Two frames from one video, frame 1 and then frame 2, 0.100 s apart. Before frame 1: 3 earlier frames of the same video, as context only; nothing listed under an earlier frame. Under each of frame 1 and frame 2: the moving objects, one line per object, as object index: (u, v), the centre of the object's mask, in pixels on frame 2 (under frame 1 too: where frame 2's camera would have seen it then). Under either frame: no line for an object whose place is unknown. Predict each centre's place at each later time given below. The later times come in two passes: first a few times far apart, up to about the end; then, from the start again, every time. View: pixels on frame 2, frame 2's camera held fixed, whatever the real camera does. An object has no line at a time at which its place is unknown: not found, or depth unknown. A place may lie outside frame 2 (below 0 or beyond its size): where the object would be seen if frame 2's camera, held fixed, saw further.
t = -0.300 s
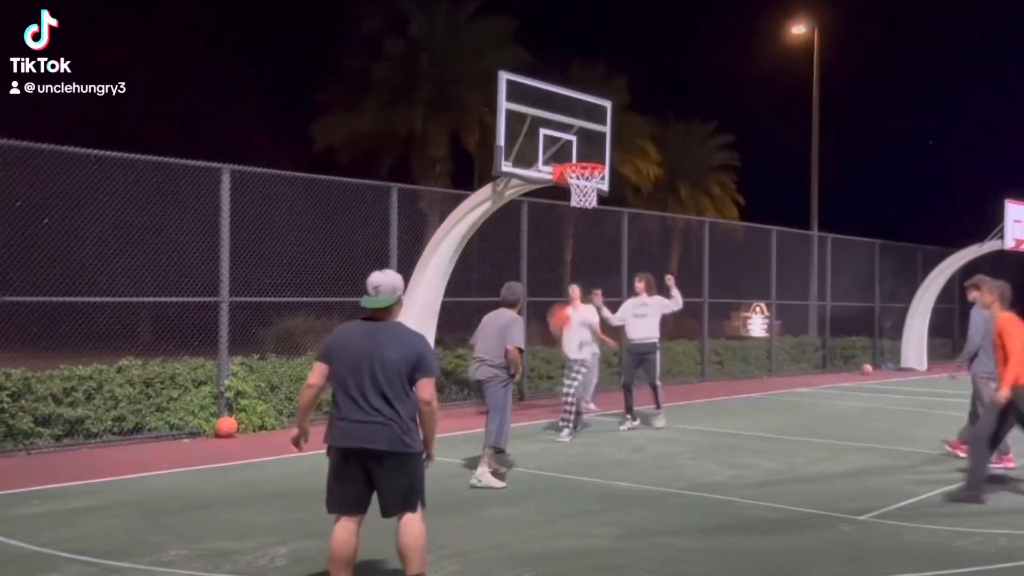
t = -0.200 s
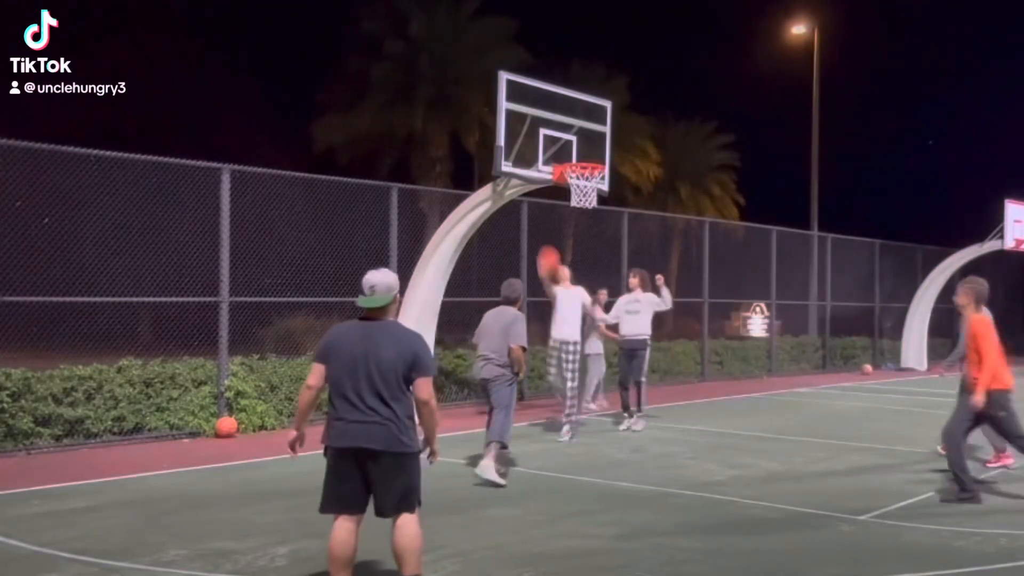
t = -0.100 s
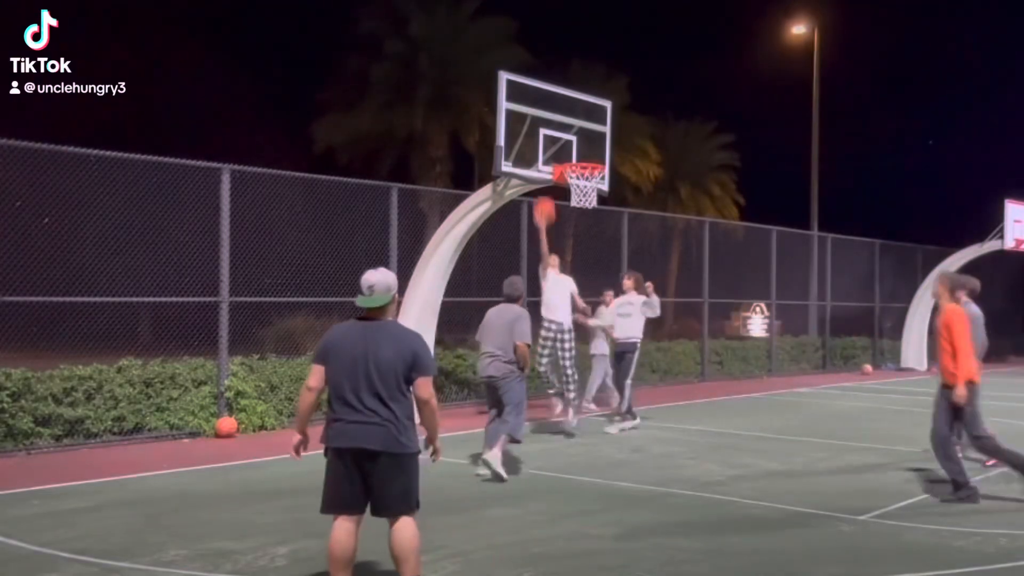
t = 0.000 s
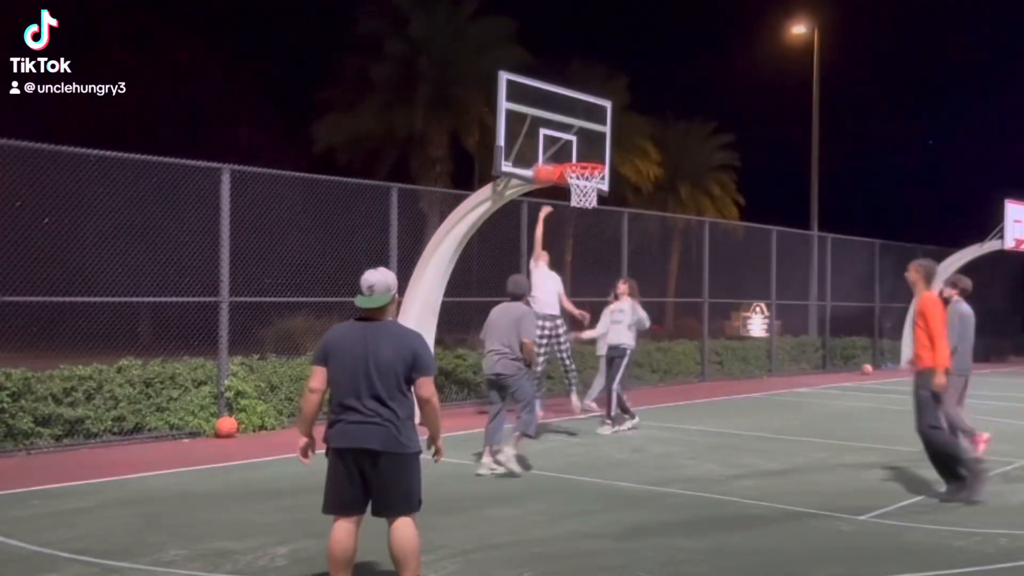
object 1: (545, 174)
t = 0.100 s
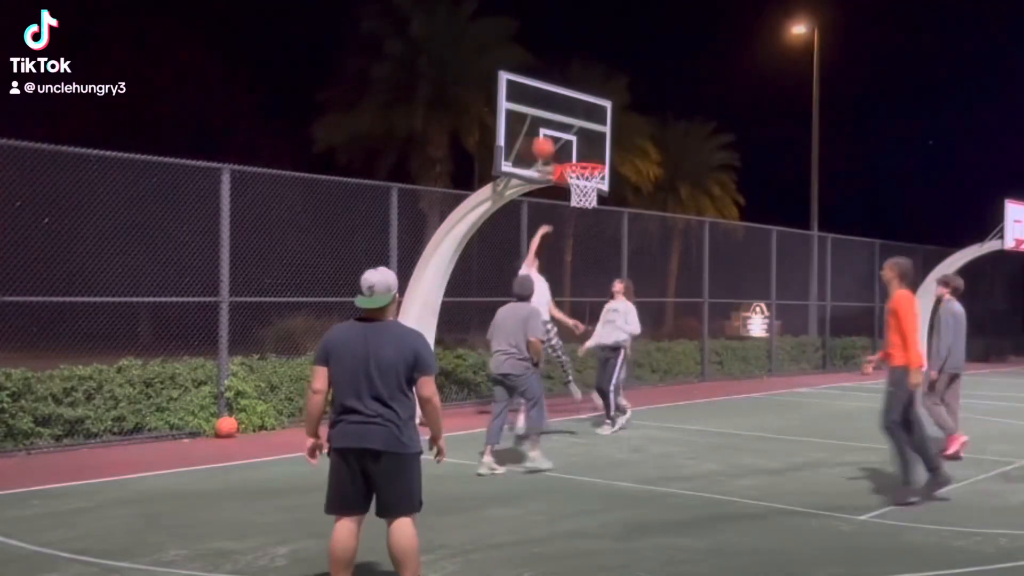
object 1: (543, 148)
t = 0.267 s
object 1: (560, 139)
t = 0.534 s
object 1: (586, 164)
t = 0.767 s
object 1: (593, 222)
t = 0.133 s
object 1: (544, 143)
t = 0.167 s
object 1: (548, 140)
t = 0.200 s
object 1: (552, 139)
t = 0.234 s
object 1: (556, 139)
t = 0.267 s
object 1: (560, 139)
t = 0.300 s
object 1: (563, 140)
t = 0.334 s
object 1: (567, 143)
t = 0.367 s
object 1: (571, 146)
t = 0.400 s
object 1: (574, 150)
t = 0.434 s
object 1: (578, 154)
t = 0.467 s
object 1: (583, 158)
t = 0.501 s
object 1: (584, 162)
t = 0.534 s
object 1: (586, 164)
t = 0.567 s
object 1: (588, 176)
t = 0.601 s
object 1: (596, 185)
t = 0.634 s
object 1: (596, 198)
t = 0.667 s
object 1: (594, 204)
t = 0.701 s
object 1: (593, 208)
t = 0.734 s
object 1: (593, 214)
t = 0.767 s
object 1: (593, 222)
